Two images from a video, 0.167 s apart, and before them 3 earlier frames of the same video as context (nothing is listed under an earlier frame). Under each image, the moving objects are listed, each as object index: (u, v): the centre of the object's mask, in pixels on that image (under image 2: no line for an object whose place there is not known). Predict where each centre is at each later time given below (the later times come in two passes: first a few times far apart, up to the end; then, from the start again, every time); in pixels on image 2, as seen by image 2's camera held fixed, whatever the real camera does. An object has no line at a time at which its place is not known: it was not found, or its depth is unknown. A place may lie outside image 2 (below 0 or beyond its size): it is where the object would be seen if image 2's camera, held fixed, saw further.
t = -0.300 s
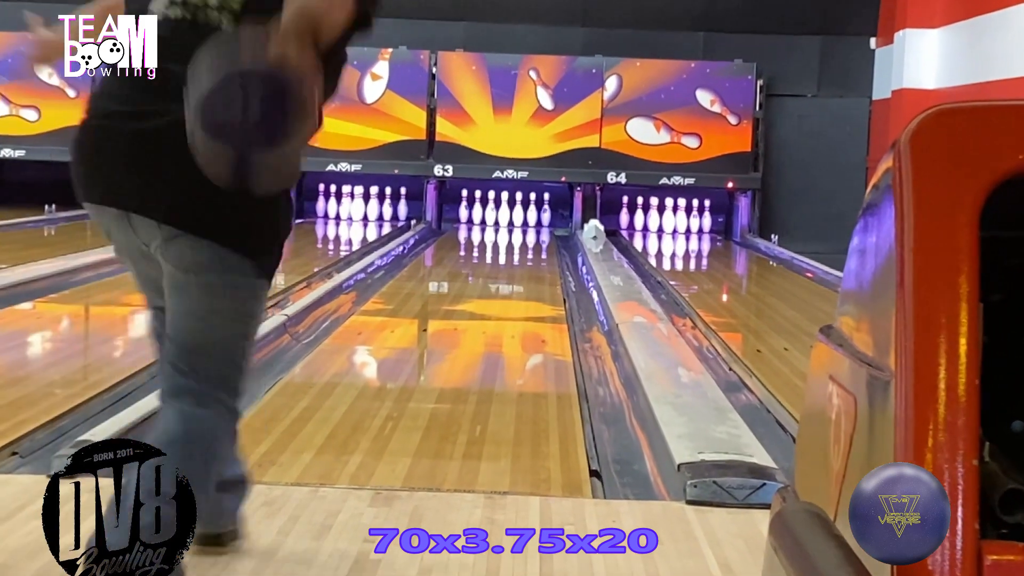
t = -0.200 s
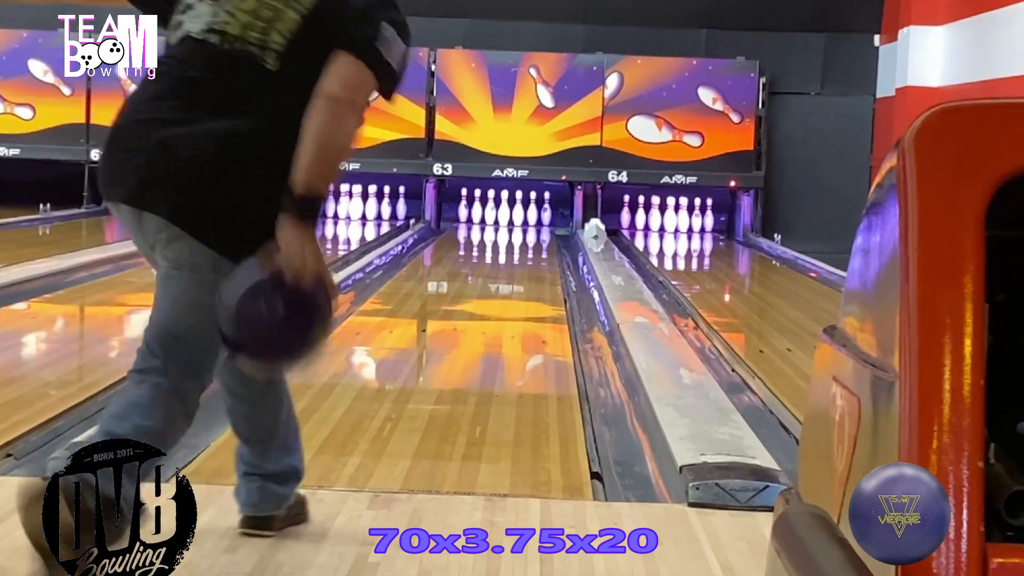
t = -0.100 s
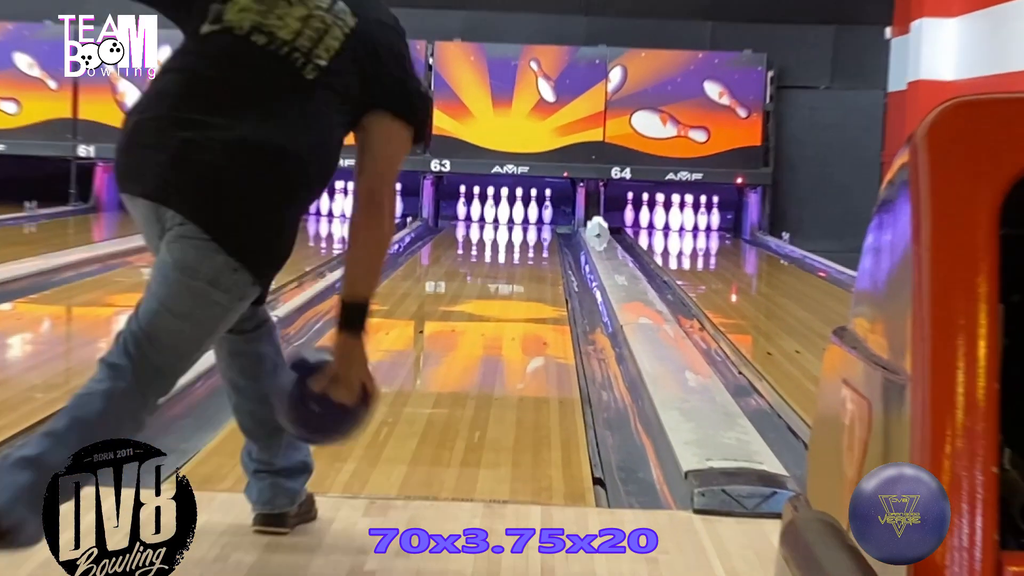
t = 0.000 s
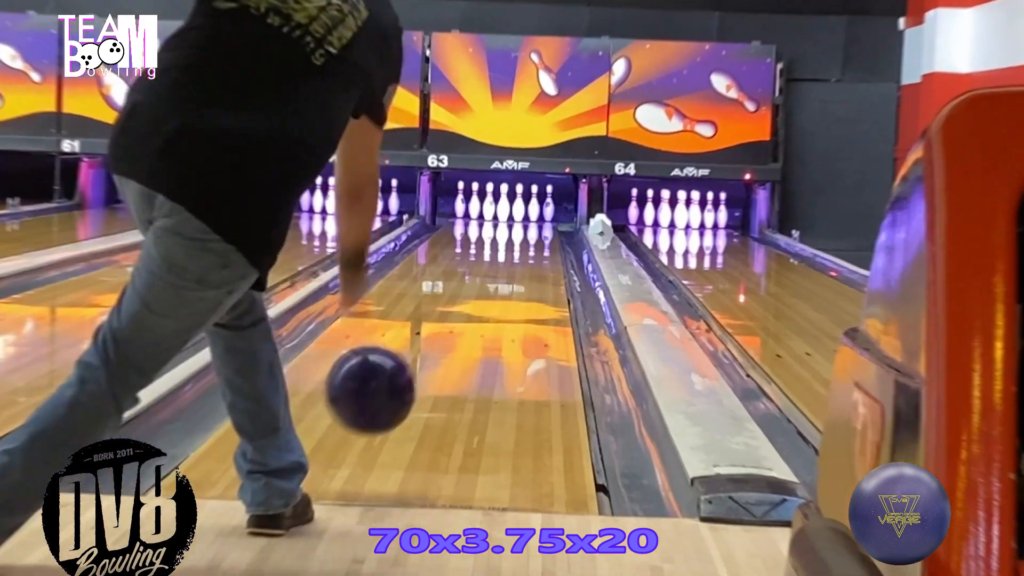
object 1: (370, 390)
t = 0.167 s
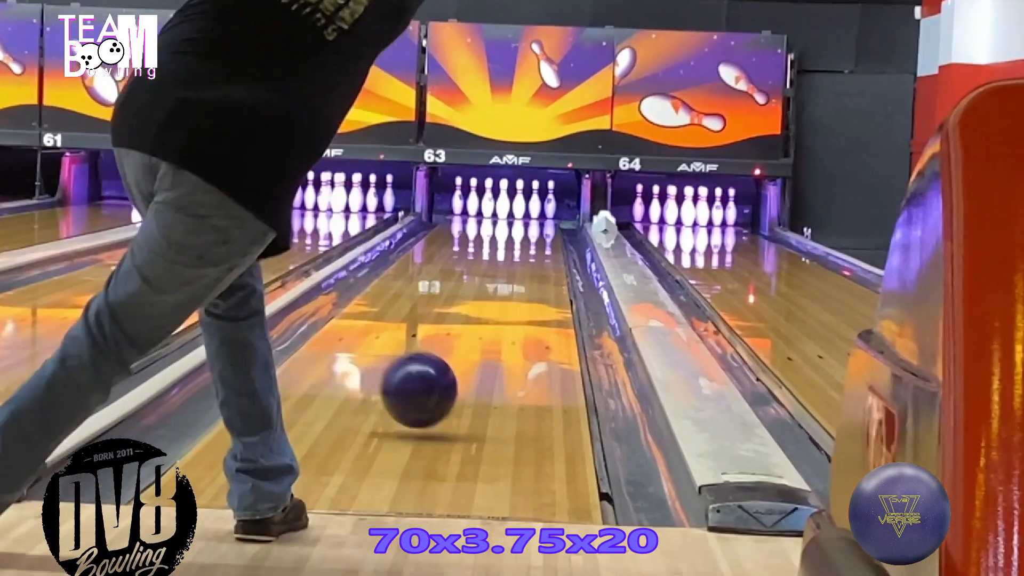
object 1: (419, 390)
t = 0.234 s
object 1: (436, 376)
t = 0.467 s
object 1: (480, 333)
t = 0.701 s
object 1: (508, 301)
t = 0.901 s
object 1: (526, 281)
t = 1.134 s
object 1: (540, 264)
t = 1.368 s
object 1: (547, 249)
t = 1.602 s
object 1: (551, 238)
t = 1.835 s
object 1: (549, 231)
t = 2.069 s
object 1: (542, 223)
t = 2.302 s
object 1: (532, 217)
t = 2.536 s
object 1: (521, 210)
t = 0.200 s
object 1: (427, 389)
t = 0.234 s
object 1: (436, 376)
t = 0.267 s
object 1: (443, 367)
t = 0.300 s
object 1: (450, 363)
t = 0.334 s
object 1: (457, 357)
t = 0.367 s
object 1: (463, 350)
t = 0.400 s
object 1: (469, 344)
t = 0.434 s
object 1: (475, 338)
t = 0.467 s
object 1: (480, 333)
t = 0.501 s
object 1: (485, 327)
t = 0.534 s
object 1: (489, 322)
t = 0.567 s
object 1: (493, 318)
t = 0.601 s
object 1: (498, 313)
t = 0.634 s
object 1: (502, 308)
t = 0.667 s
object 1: (505, 305)
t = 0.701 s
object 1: (508, 301)
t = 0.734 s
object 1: (512, 298)
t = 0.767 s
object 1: (515, 294)
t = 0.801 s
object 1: (518, 291)
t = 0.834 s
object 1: (521, 288)
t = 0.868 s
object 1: (523, 285)
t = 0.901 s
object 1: (526, 281)
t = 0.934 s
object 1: (528, 279)
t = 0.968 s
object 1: (531, 276)
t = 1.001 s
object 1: (533, 273)
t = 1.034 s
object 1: (534, 271)
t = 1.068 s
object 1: (536, 268)
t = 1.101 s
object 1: (538, 266)
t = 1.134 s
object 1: (540, 264)
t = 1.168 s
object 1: (541, 262)
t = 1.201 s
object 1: (542, 260)
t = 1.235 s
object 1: (544, 257)
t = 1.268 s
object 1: (545, 255)
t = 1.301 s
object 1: (546, 253)
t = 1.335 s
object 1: (547, 251)
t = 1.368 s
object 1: (547, 249)
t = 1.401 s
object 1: (549, 247)
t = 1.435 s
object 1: (549, 246)
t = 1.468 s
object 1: (550, 245)
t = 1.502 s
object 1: (550, 243)
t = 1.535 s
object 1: (550, 242)
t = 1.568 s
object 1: (551, 240)
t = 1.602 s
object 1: (551, 238)
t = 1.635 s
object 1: (551, 238)
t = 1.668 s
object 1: (551, 236)
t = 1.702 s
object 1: (551, 235)
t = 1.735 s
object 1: (551, 234)
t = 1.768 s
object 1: (550, 233)
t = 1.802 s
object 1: (550, 232)
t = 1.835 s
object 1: (549, 231)
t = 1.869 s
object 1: (549, 229)
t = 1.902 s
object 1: (548, 228)
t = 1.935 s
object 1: (547, 227)
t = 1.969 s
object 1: (546, 226)
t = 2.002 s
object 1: (545, 225)
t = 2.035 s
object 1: (543, 224)
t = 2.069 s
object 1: (542, 223)
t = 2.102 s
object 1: (540, 222)
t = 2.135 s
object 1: (539, 221)
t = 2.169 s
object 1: (537, 220)
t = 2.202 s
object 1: (536, 219)
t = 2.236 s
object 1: (534, 218)
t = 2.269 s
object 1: (533, 217)
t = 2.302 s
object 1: (532, 217)
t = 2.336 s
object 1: (531, 216)
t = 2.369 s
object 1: (528, 215)
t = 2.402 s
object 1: (526, 214)
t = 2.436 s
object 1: (524, 213)
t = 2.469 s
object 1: (523, 212)
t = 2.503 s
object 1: (522, 212)
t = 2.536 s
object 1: (521, 210)
